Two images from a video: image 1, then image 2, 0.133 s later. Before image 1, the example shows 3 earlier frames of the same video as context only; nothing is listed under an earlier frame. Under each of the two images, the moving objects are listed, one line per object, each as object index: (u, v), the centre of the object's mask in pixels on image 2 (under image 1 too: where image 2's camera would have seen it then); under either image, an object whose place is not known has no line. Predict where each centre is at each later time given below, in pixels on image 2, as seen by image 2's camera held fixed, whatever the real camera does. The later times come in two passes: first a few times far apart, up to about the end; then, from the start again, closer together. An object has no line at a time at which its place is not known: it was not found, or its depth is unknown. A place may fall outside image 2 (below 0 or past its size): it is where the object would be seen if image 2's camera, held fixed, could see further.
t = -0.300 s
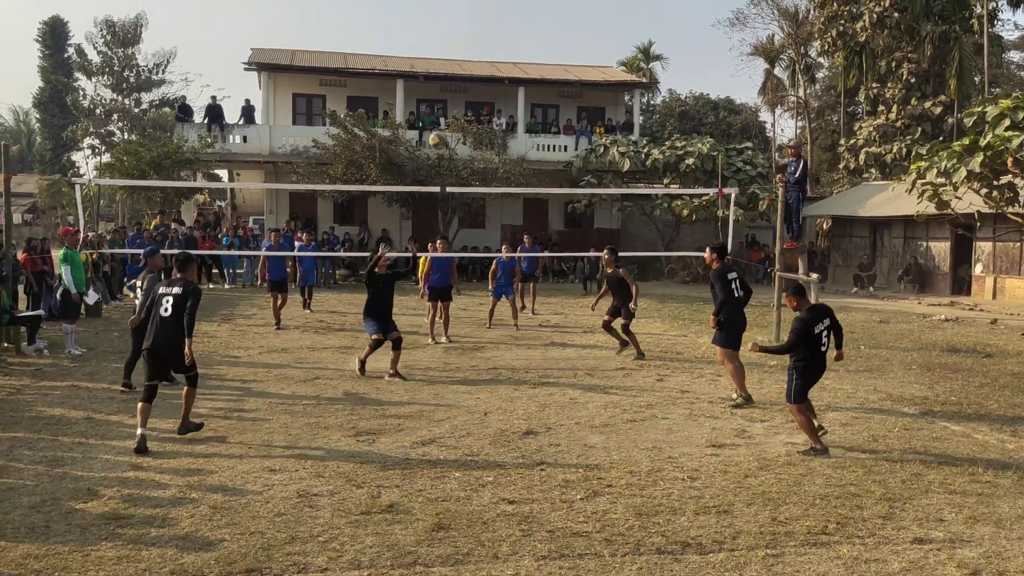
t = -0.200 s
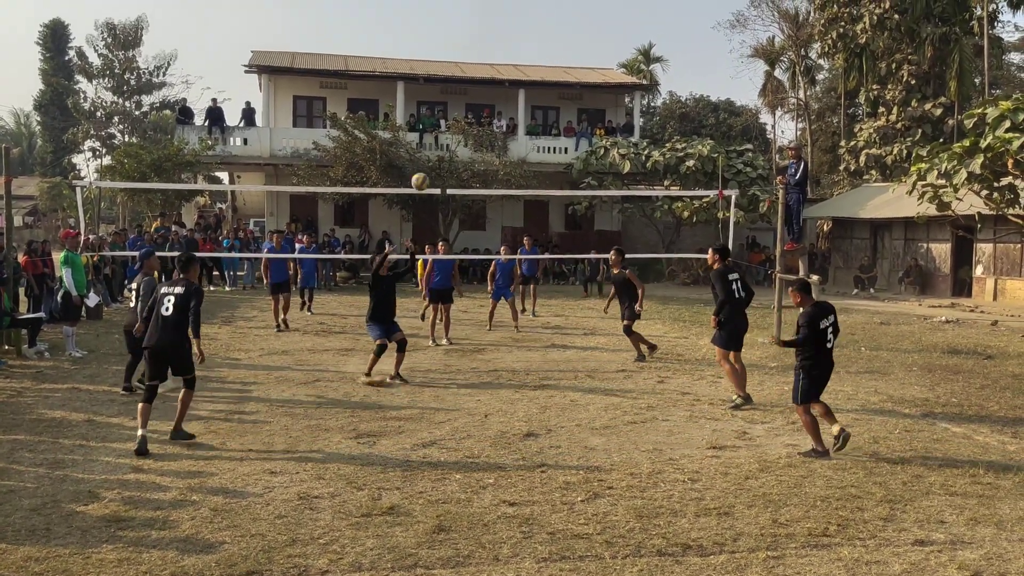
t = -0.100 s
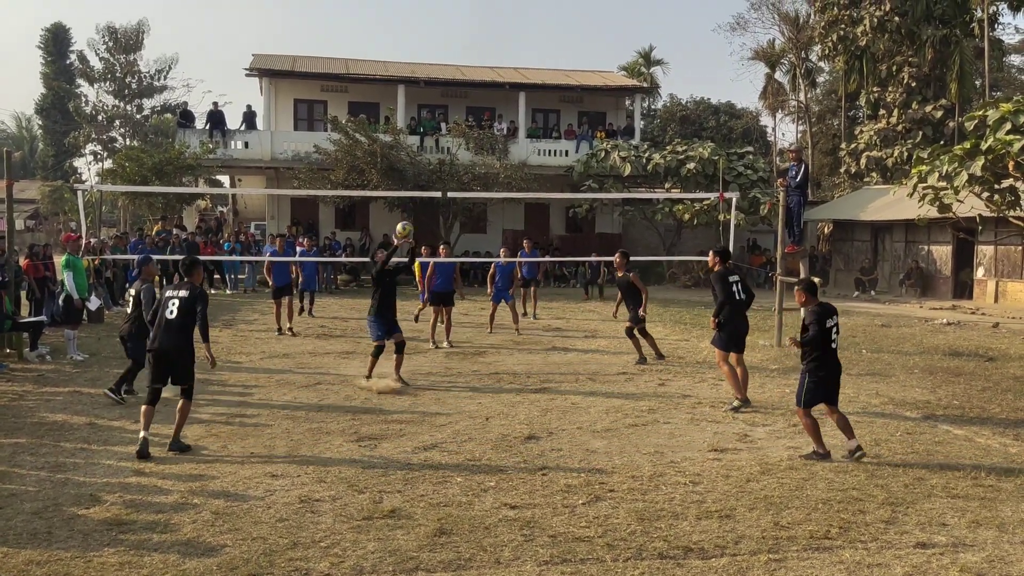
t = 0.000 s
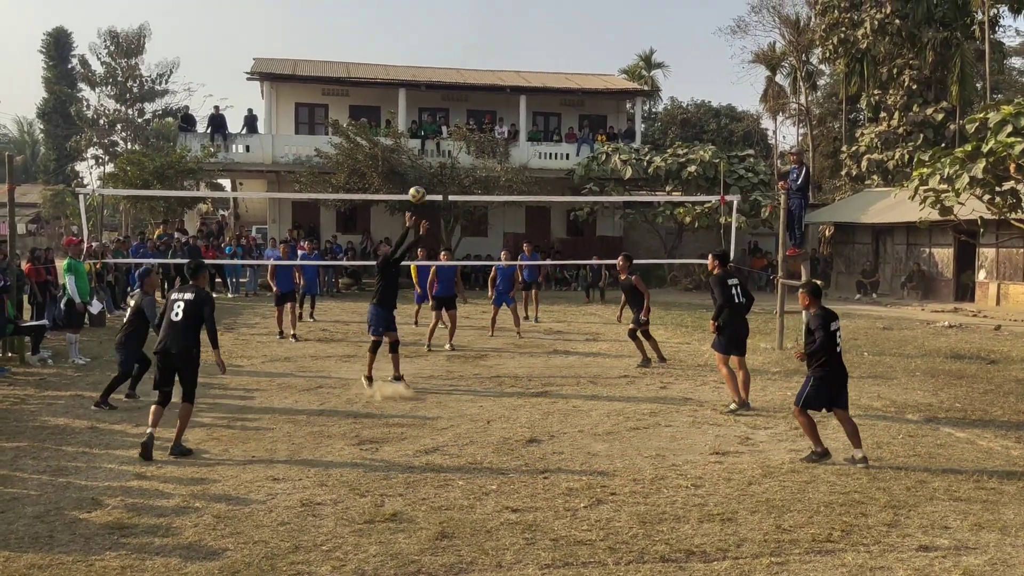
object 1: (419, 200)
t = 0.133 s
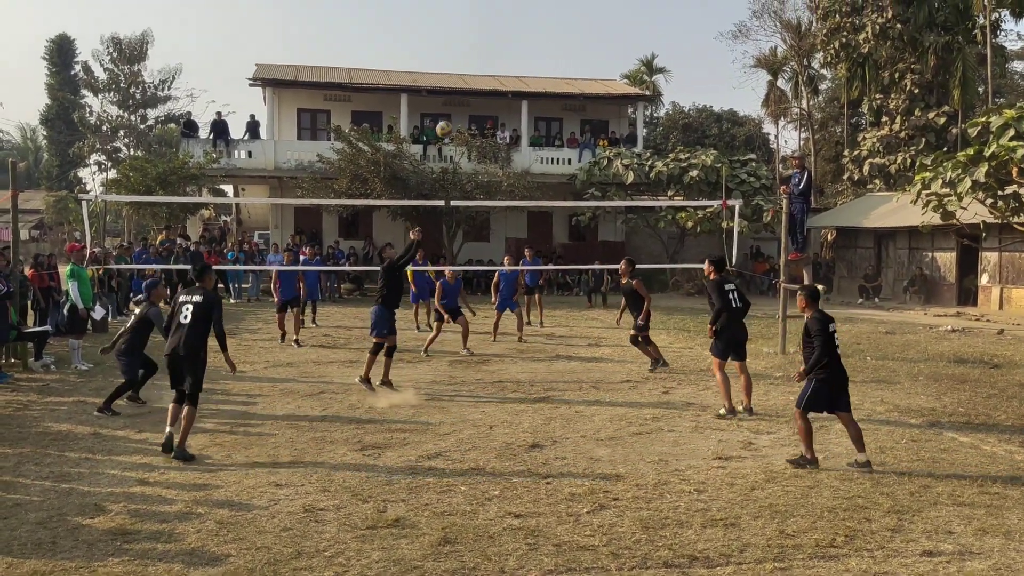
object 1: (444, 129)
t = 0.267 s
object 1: (470, 75)
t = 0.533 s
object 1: (518, 11)
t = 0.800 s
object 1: (562, 3)
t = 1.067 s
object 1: (603, 49)
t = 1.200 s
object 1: (622, 92)
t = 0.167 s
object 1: (451, 114)
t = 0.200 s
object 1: (457, 100)
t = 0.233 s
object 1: (463, 87)
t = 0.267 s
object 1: (470, 75)
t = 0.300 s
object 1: (476, 64)
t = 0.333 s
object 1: (482, 54)
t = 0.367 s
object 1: (488, 44)
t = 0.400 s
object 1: (494, 36)
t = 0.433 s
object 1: (500, 28)
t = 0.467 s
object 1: (506, 22)
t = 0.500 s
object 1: (512, 16)
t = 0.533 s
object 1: (518, 11)
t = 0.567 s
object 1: (523, 7)
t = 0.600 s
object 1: (529, 3)
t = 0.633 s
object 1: (535, 1)
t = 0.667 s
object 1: (540, 0)
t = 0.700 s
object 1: (546, -1)
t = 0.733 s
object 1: (551, -1)
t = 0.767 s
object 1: (557, 1)
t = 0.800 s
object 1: (562, 3)
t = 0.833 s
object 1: (568, 6)
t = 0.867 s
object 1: (573, 9)
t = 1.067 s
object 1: (603, 49)
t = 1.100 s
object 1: (608, 59)
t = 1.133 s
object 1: (613, 69)
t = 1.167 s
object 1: (618, 80)
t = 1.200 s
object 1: (622, 92)
